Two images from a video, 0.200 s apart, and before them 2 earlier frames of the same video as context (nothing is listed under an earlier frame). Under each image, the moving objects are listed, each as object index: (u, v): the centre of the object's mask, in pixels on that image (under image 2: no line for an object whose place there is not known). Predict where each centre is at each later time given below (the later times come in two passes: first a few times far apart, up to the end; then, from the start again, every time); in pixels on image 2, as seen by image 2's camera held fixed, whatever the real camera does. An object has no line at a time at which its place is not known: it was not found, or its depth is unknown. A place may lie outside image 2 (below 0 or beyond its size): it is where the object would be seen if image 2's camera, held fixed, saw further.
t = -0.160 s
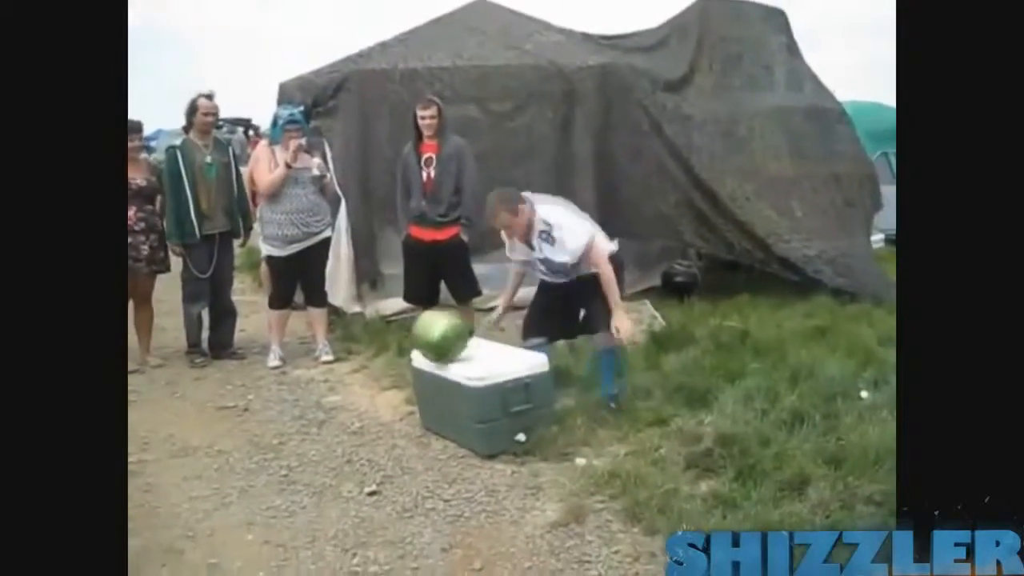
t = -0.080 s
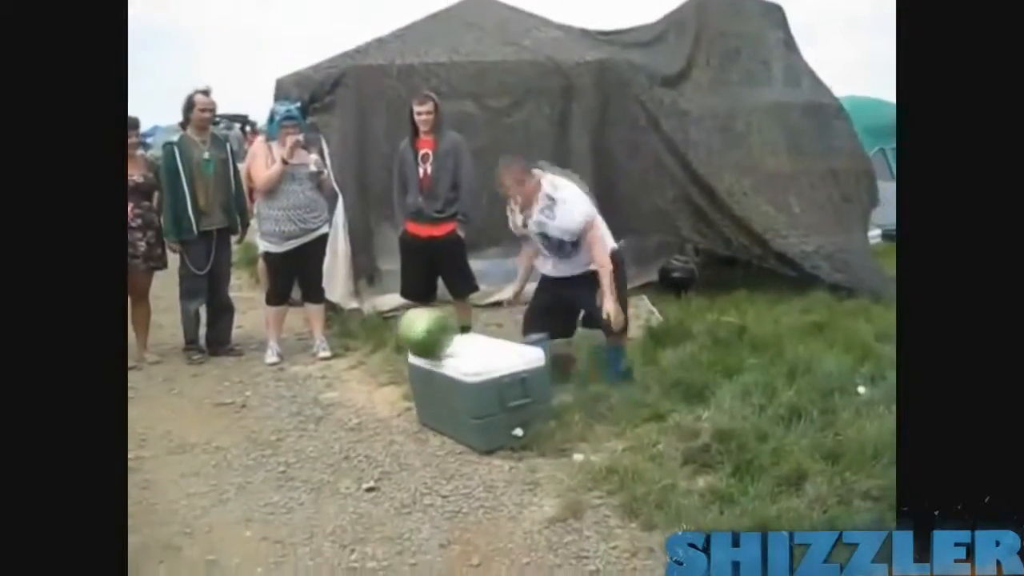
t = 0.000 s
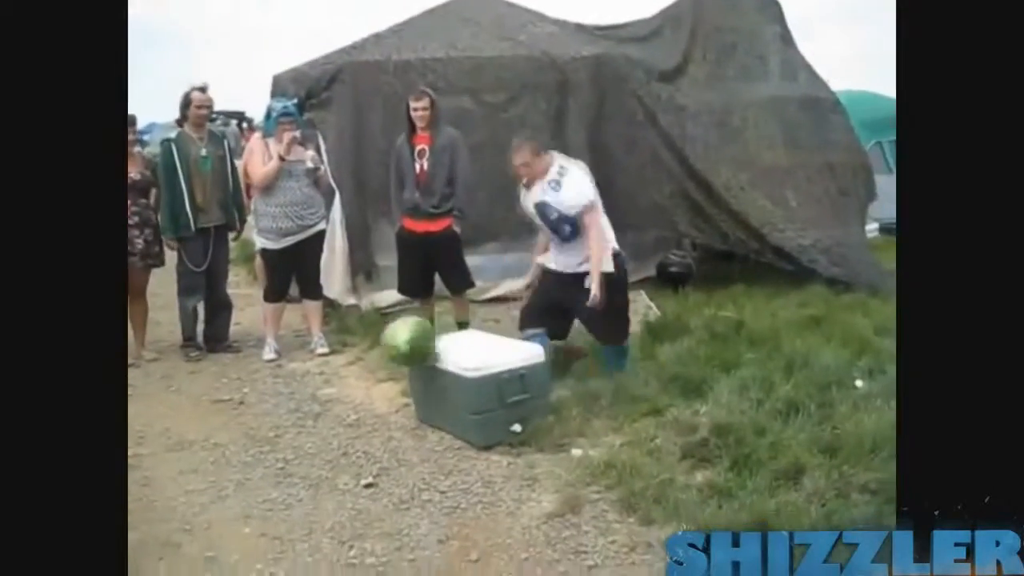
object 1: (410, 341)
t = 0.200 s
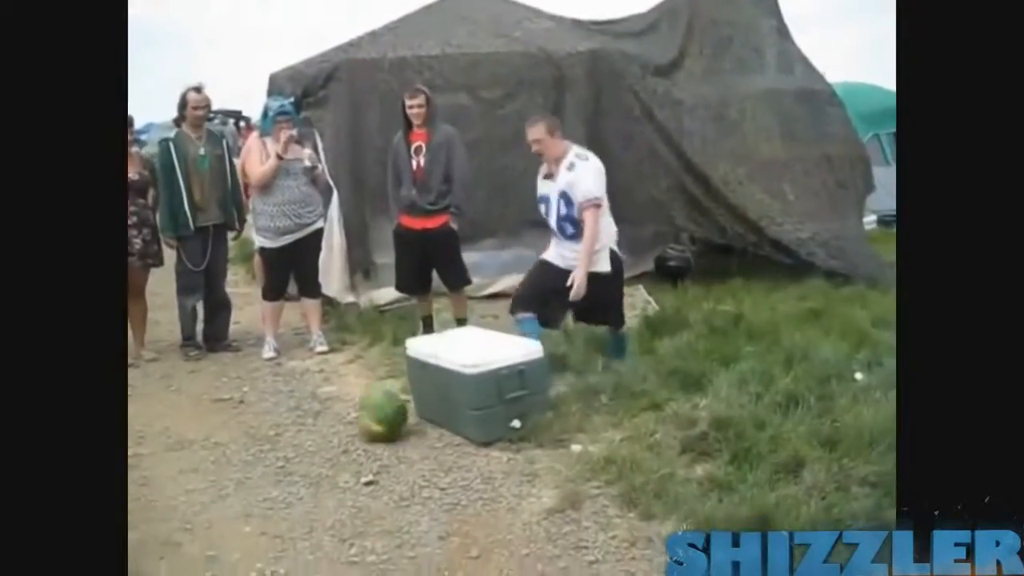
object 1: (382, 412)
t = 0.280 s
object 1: (373, 405)
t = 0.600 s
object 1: (333, 432)
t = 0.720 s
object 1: (313, 435)
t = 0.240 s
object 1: (377, 412)
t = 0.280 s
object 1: (373, 405)
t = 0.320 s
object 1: (369, 405)
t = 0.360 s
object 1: (365, 409)
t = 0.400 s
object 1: (361, 417)
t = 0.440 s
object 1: (356, 427)
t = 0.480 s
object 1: (350, 430)
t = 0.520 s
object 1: (344, 431)
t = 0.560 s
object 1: (338, 433)
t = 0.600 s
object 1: (333, 432)
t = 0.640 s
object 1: (325, 433)
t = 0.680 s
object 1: (318, 434)
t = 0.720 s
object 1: (313, 435)
